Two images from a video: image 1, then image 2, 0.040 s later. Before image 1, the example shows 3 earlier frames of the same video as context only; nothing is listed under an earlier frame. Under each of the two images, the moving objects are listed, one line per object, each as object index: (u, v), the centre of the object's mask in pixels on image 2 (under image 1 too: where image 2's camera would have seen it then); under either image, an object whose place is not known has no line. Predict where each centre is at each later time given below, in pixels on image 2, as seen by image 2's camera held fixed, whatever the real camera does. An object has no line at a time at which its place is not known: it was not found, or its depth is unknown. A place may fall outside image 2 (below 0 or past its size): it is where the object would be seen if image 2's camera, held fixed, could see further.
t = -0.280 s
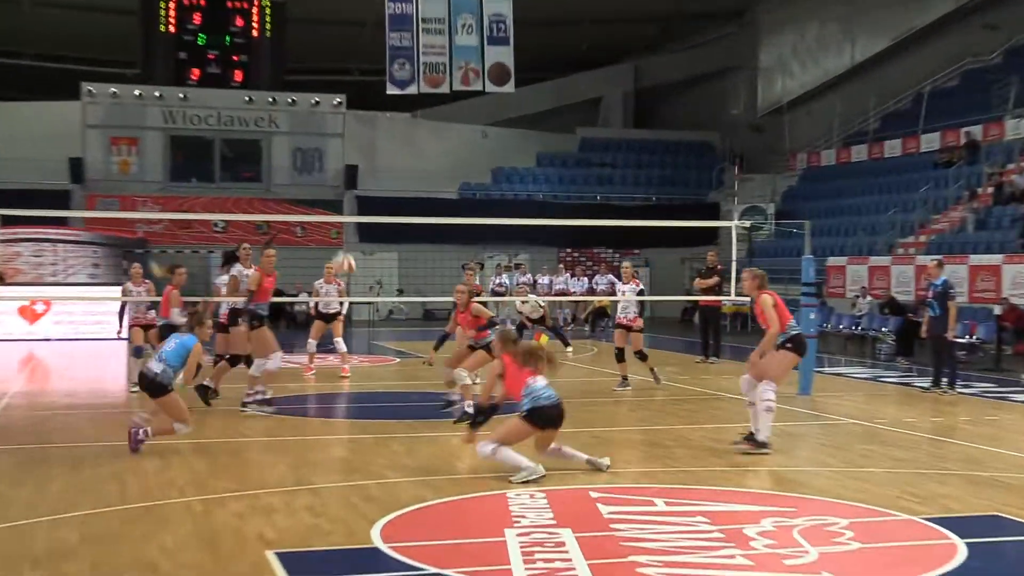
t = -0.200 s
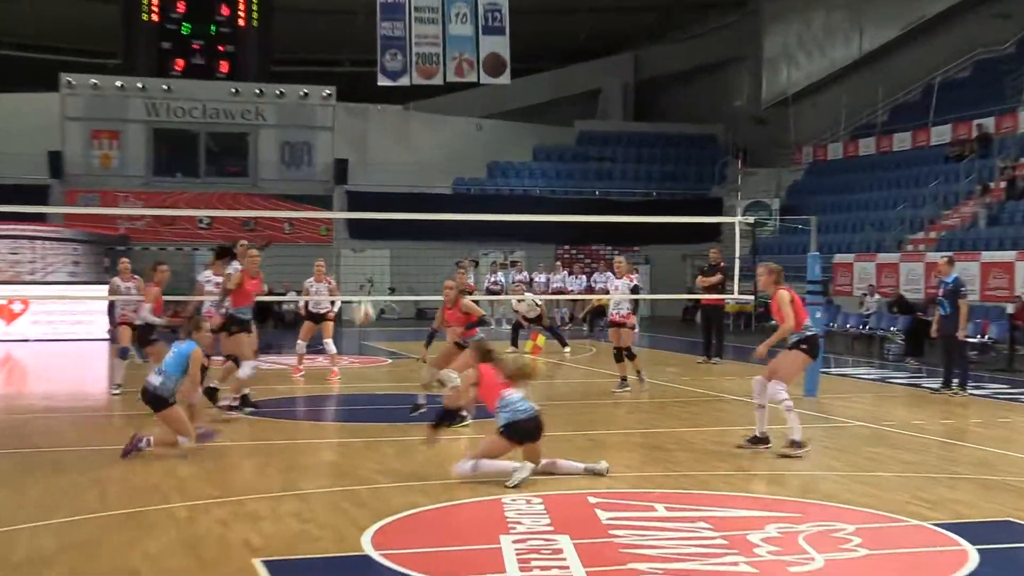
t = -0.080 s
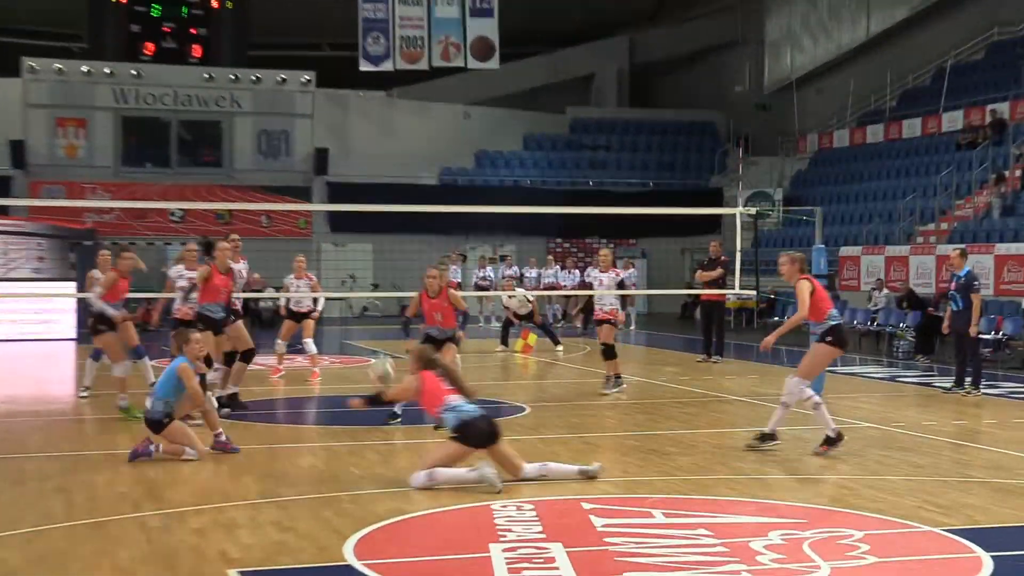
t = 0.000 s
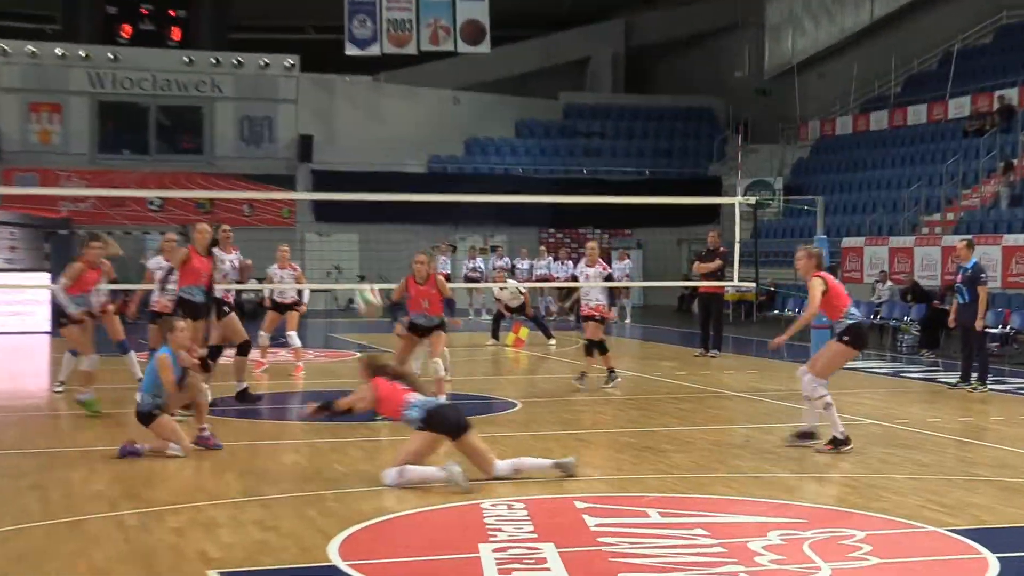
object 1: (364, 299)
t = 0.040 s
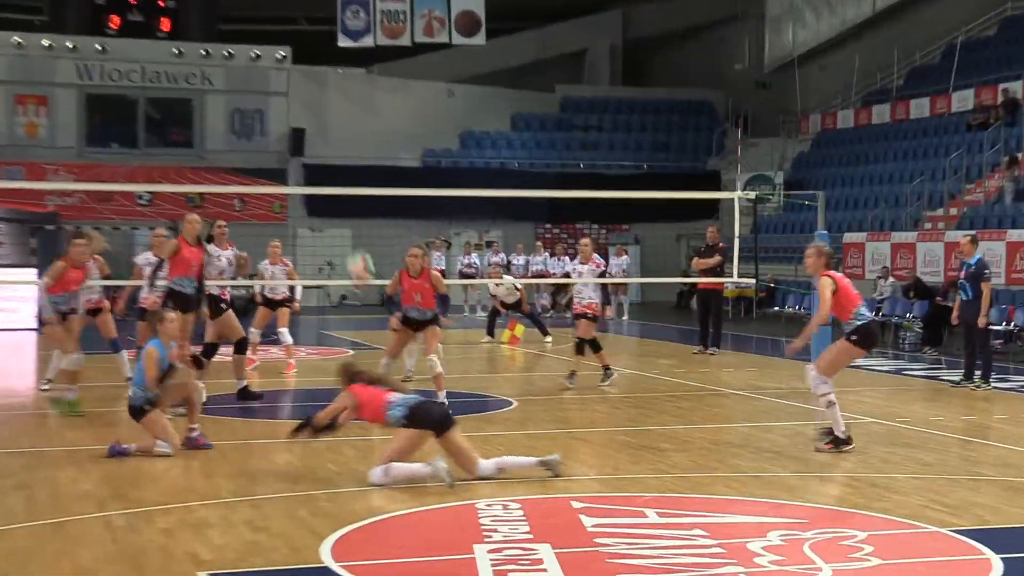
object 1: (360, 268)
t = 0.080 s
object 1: (359, 238)
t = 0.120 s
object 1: (355, 217)
